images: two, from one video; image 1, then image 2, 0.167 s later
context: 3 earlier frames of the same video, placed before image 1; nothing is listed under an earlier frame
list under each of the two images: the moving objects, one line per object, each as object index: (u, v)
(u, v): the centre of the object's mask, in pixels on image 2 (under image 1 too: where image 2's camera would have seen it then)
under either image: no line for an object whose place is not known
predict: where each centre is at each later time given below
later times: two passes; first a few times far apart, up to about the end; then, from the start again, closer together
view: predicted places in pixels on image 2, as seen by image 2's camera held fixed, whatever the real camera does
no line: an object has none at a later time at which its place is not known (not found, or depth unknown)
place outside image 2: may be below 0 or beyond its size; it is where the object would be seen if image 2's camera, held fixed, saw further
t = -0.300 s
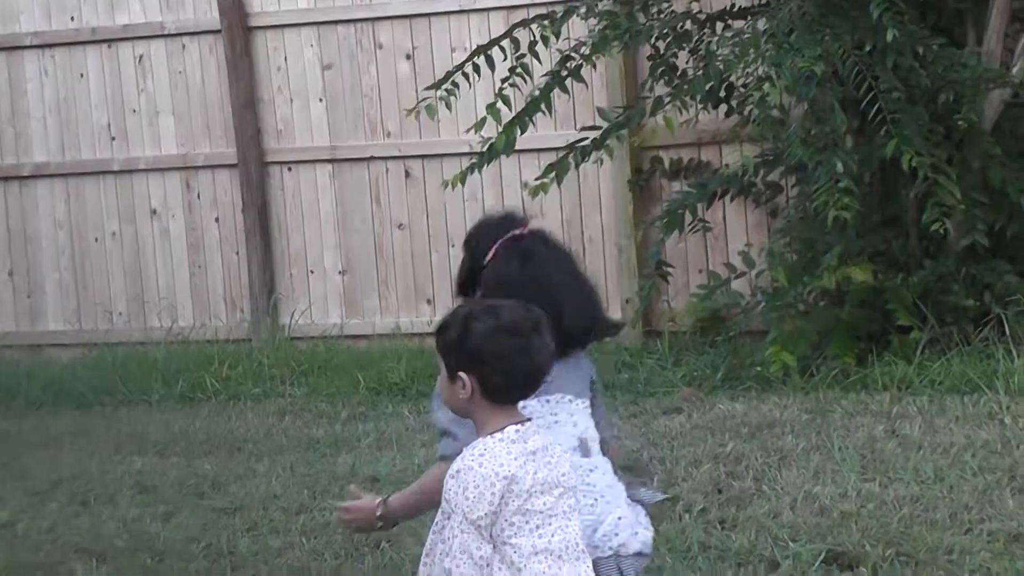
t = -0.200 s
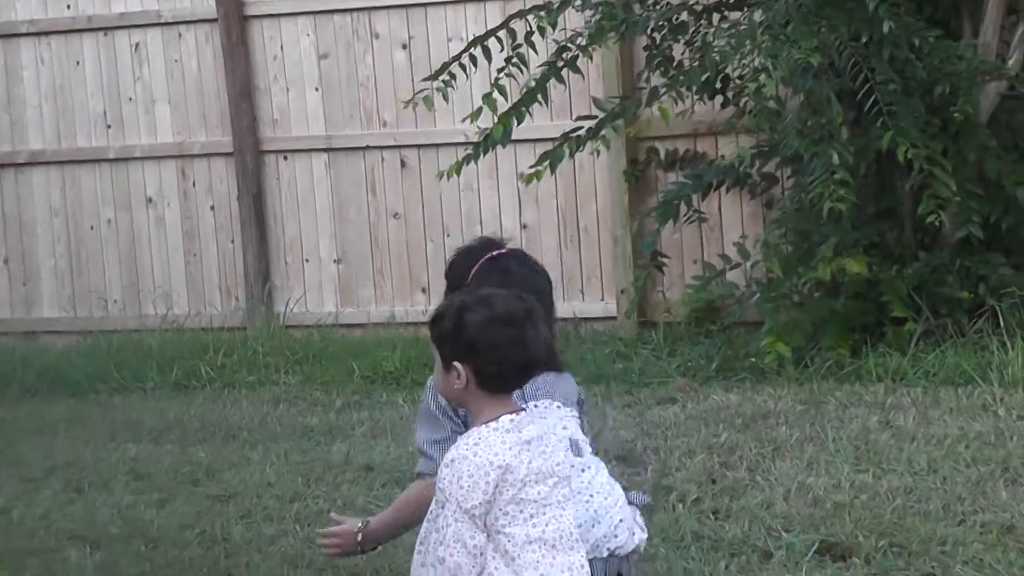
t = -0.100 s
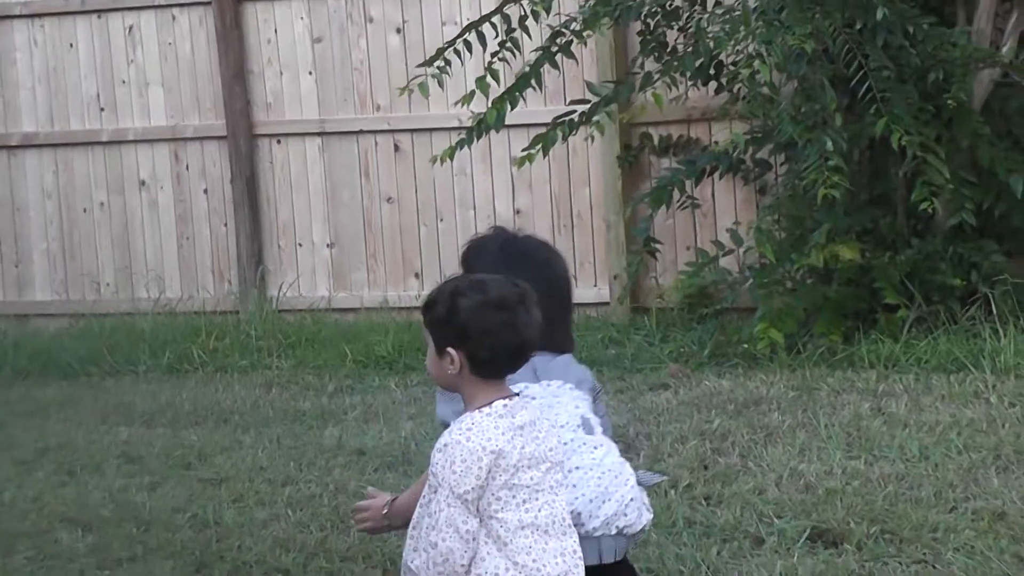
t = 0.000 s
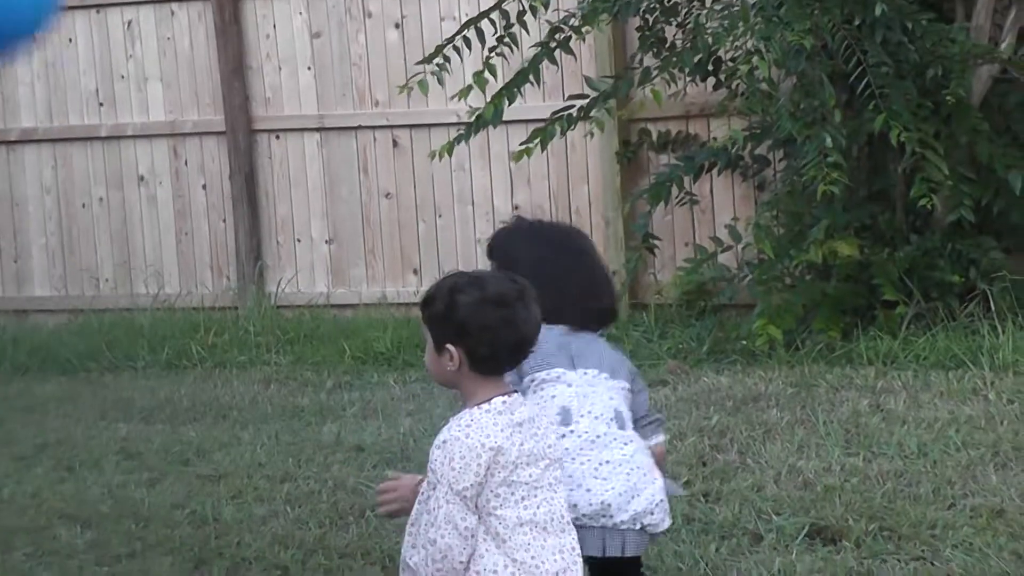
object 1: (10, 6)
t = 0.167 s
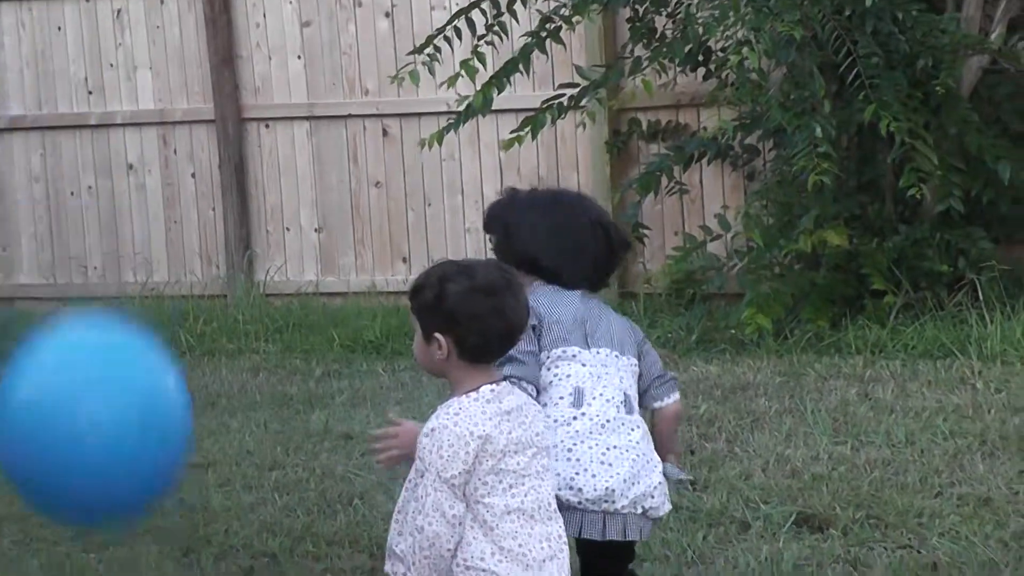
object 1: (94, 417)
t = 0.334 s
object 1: (135, 486)
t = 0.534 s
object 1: (148, 298)
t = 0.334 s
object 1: (135, 486)
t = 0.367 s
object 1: (136, 443)
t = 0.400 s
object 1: (138, 405)
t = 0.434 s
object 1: (139, 371)
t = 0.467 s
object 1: (142, 343)
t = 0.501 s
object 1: (144, 318)
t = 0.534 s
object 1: (148, 298)
